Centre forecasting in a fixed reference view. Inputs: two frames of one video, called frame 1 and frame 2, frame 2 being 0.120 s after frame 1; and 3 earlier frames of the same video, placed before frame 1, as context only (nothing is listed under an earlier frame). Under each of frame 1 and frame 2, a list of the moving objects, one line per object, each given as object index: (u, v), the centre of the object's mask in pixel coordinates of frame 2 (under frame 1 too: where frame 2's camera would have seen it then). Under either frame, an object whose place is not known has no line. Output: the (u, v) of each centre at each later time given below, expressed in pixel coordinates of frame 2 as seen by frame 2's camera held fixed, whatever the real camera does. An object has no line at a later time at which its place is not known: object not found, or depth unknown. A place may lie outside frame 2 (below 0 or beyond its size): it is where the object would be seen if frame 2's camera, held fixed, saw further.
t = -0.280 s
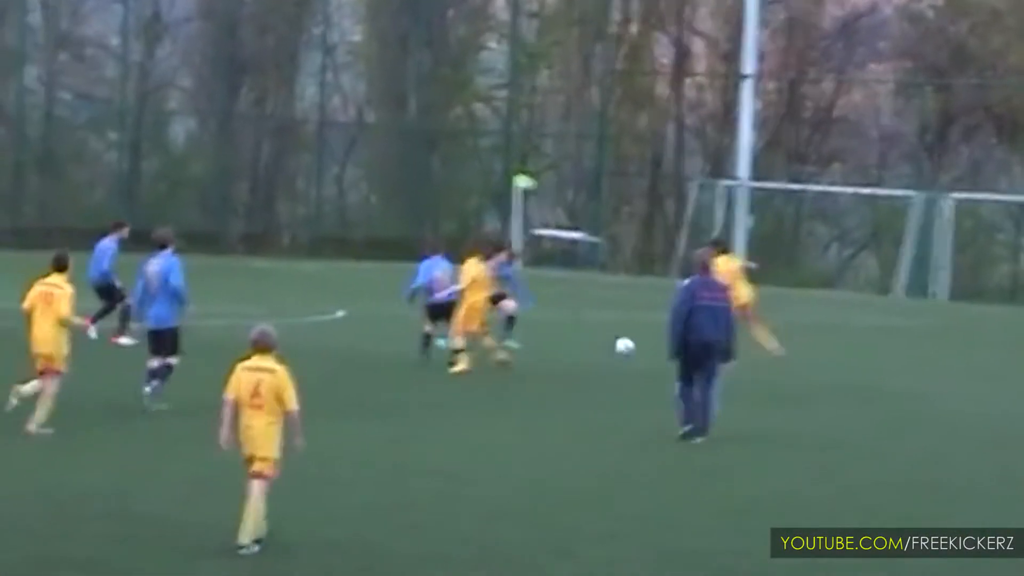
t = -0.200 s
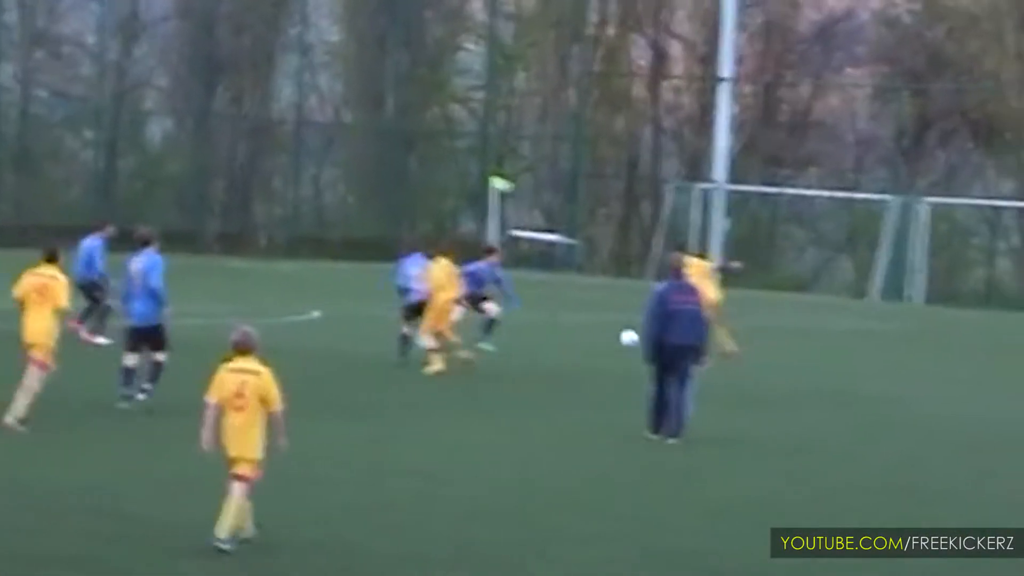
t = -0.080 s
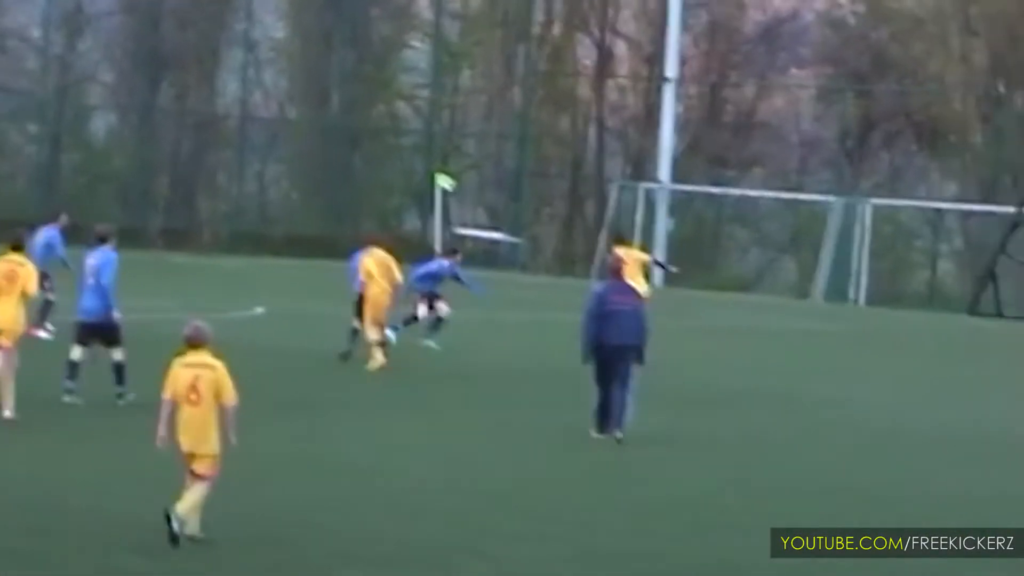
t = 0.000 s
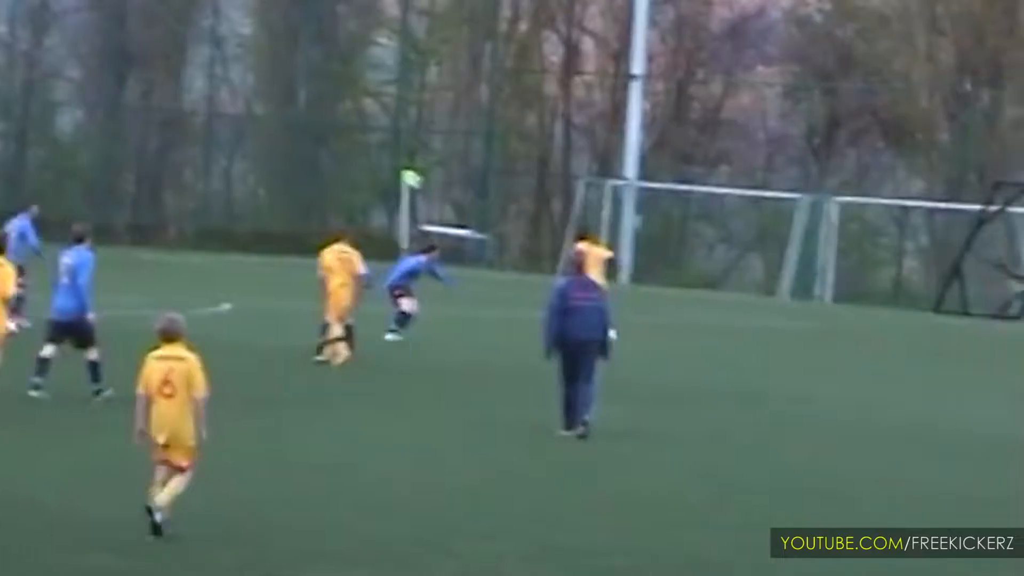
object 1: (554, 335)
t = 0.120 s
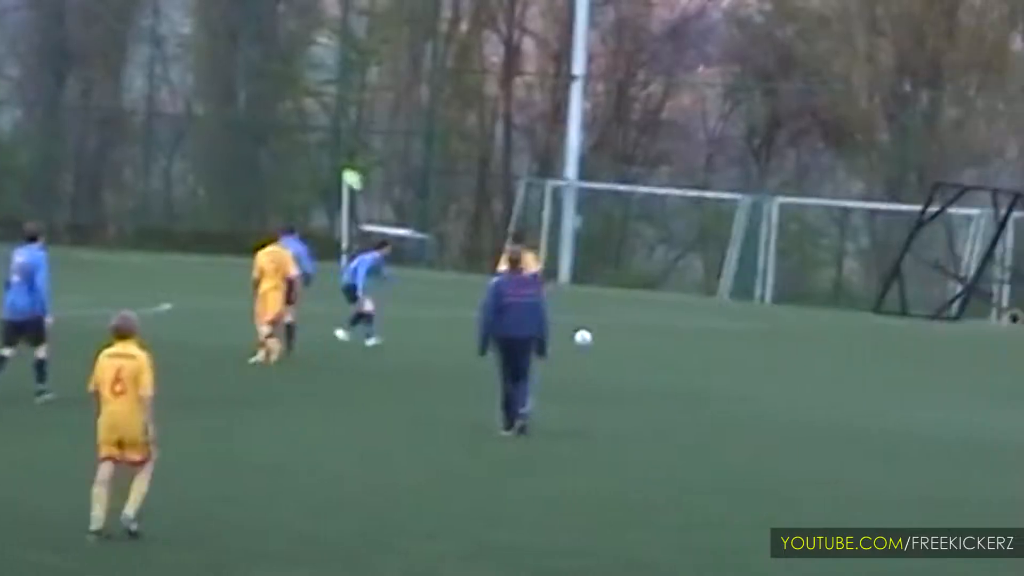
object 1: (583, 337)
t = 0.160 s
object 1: (594, 335)
